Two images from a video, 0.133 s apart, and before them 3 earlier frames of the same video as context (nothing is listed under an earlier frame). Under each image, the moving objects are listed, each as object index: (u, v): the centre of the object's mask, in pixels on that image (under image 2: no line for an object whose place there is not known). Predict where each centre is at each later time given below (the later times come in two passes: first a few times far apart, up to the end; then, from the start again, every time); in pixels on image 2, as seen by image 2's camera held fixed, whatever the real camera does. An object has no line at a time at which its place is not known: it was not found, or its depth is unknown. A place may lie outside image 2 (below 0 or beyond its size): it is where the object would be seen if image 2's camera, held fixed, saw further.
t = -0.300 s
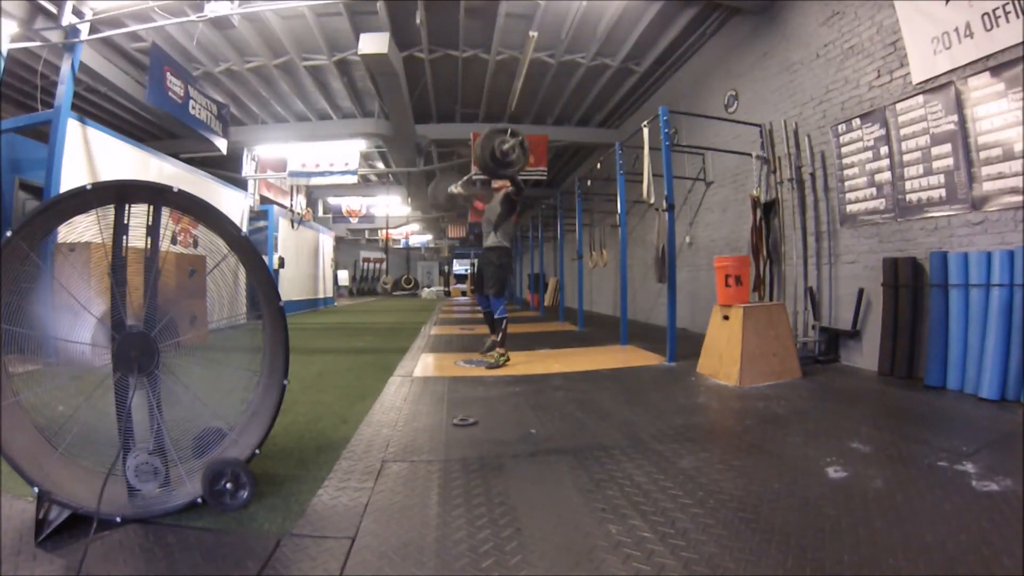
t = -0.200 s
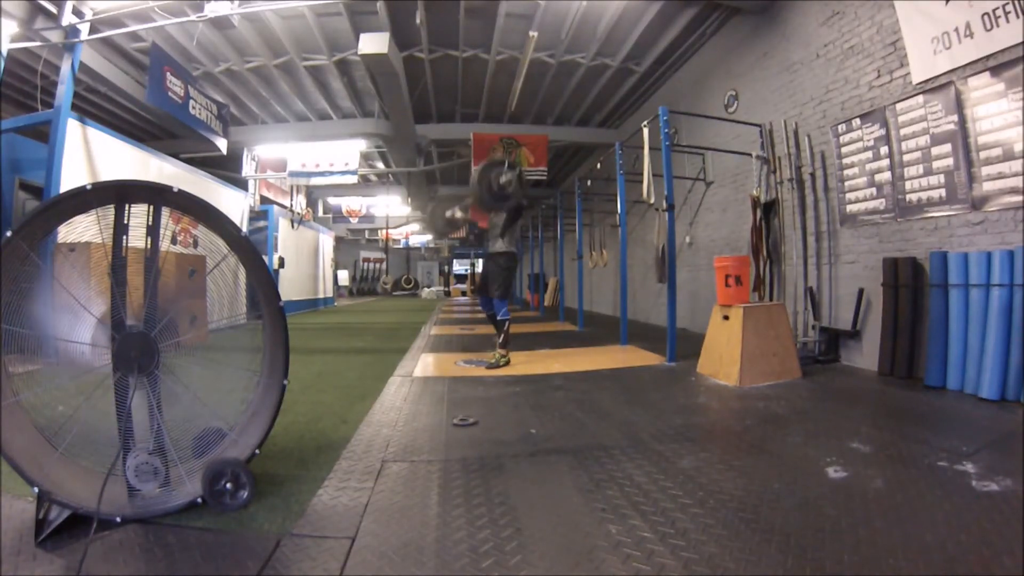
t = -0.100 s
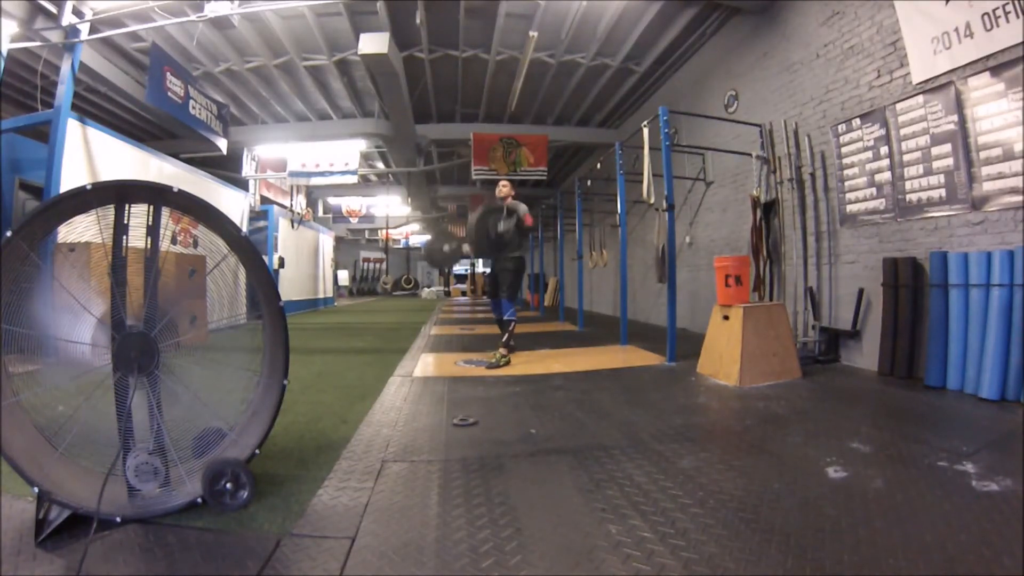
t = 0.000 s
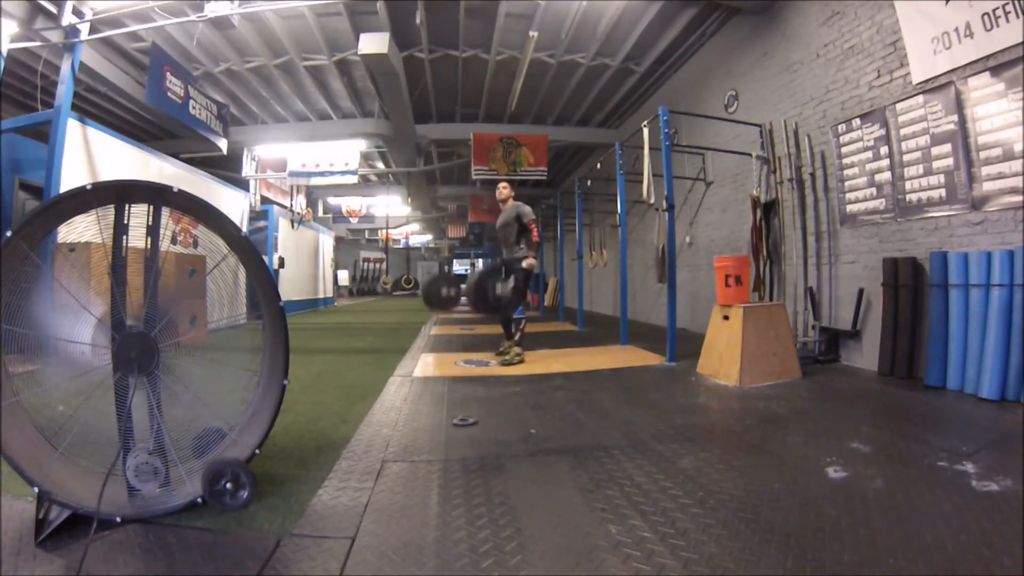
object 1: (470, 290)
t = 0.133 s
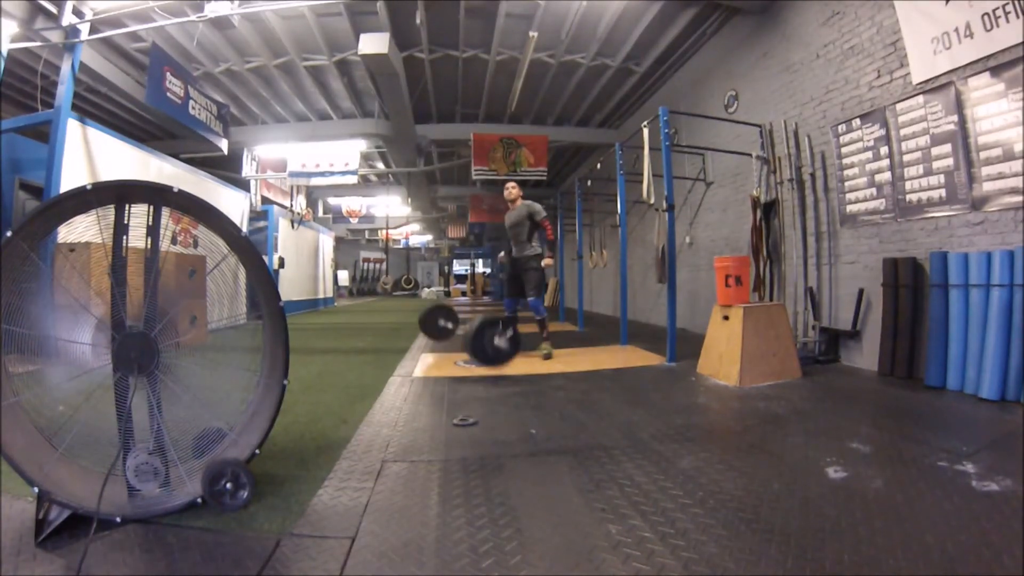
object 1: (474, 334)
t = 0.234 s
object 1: (468, 302)
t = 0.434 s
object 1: (468, 271)
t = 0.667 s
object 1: (461, 290)
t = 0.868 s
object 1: (458, 344)
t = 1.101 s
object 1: (453, 314)
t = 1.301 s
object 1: (450, 335)
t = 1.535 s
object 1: (445, 332)
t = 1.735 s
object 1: (441, 339)
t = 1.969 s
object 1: (437, 341)
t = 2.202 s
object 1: (435, 342)
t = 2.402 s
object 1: (434, 342)
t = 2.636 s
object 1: (431, 342)
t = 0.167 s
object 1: (473, 323)
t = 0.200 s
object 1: (472, 311)
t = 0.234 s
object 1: (468, 302)
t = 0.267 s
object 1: (469, 294)
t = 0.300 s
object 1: (470, 287)
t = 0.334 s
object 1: (470, 281)
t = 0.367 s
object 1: (469, 276)
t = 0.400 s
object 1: (467, 273)
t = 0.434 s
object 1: (468, 271)
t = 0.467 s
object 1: (467, 270)
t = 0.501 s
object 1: (466, 270)
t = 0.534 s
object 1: (464, 271)
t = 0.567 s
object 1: (464, 274)
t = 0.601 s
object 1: (463, 278)
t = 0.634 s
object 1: (463, 284)
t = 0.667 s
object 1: (461, 290)
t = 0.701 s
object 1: (462, 297)
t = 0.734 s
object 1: (461, 305)
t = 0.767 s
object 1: (460, 315)
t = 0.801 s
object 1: (459, 326)
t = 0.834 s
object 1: (459, 338)
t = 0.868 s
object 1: (458, 344)
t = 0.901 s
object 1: (457, 336)
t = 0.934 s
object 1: (457, 330)
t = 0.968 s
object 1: (456, 324)
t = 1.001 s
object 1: (456, 320)
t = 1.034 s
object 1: (454, 317)
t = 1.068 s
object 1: (454, 315)
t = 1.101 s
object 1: (453, 314)
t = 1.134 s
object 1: (453, 315)
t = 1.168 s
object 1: (452, 316)
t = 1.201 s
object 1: (451, 319)
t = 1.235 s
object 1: (451, 323)
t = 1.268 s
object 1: (451, 328)
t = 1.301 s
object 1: (450, 335)
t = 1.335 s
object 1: (450, 341)
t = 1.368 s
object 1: (449, 341)
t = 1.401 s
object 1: (448, 337)
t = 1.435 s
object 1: (447, 334)
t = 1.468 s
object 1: (446, 332)
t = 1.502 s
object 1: (446, 331)
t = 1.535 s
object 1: (445, 332)
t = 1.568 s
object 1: (444, 333)
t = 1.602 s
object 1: (443, 336)
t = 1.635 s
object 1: (442, 339)
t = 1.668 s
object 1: (442, 341)
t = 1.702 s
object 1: (441, 341)
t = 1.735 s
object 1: (441, 339)
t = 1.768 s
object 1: (440, 339)
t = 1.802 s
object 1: (439, 339)
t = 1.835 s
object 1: (439, 339)
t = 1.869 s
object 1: (439, 341)
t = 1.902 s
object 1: (438, 342)
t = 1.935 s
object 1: (438, 341)
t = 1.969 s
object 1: (437, 341)
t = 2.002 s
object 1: (437, 342)
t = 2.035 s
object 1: (437, 342)
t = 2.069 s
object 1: (436, 342)
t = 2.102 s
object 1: (436, 342)
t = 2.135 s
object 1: (436, 342)
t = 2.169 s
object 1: (435, 342)
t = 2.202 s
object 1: (435, 342)
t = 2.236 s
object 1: (435, 342)
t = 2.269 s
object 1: (434, 342)
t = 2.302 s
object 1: (434, 342)
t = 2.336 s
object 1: (434, 342)
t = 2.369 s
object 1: (434, 342)
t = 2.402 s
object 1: (434, 342)
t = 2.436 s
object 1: (433, 342)
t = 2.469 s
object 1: (433, 342)
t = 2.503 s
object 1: (433, 342)
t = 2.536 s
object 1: (432, 342)
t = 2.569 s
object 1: (432, 342)
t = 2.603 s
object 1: (432, 342)
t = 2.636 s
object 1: (431, 342)
